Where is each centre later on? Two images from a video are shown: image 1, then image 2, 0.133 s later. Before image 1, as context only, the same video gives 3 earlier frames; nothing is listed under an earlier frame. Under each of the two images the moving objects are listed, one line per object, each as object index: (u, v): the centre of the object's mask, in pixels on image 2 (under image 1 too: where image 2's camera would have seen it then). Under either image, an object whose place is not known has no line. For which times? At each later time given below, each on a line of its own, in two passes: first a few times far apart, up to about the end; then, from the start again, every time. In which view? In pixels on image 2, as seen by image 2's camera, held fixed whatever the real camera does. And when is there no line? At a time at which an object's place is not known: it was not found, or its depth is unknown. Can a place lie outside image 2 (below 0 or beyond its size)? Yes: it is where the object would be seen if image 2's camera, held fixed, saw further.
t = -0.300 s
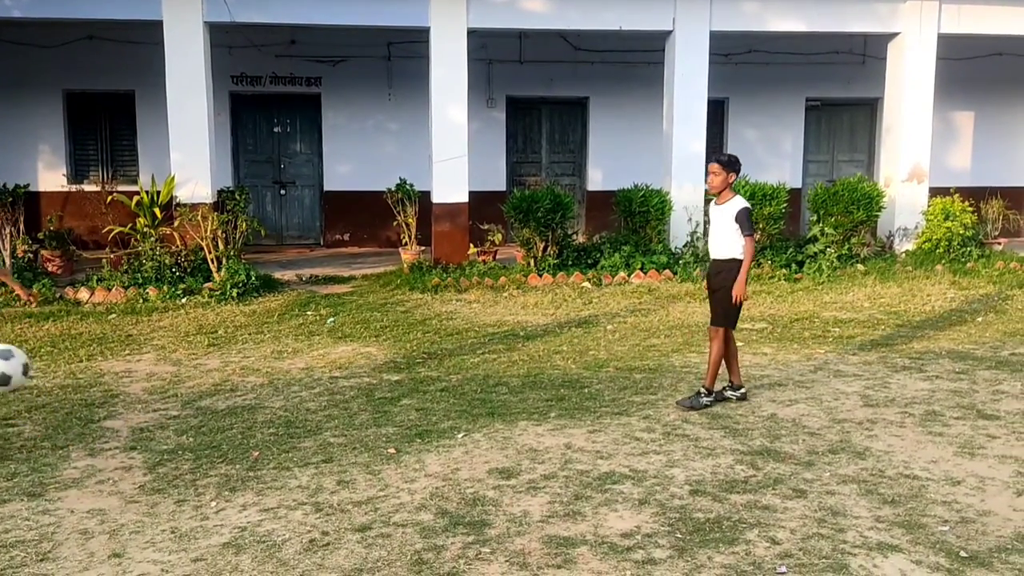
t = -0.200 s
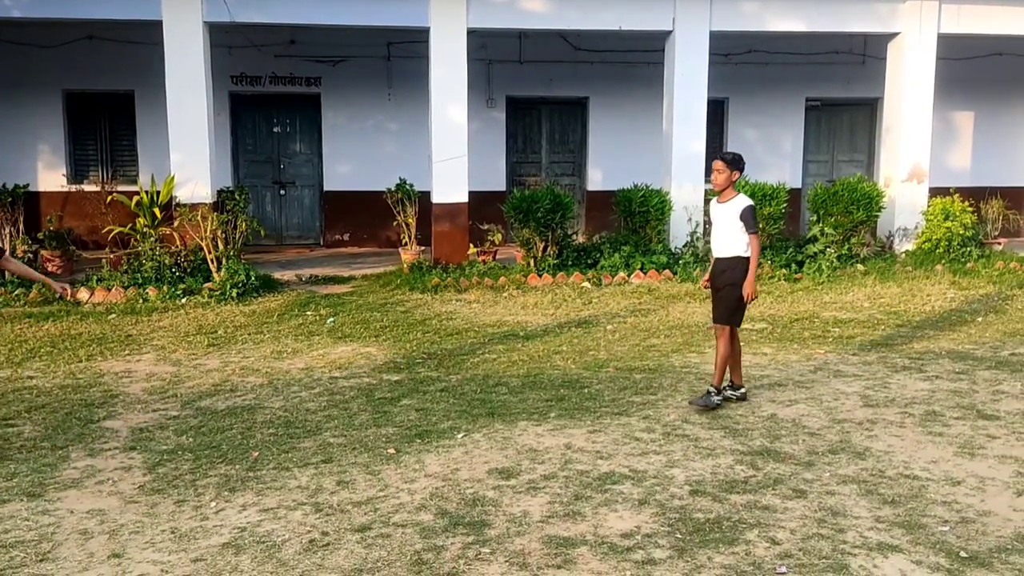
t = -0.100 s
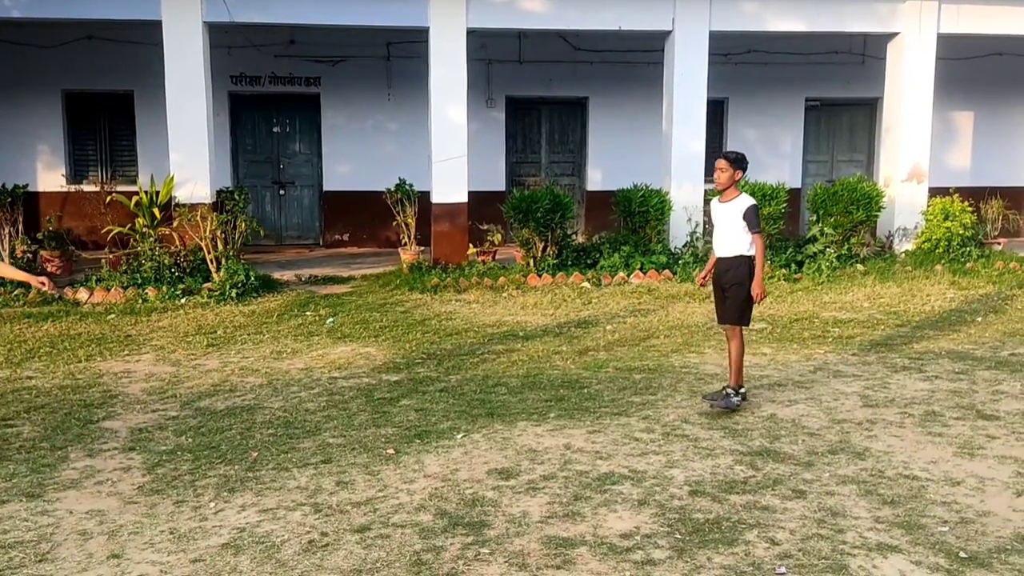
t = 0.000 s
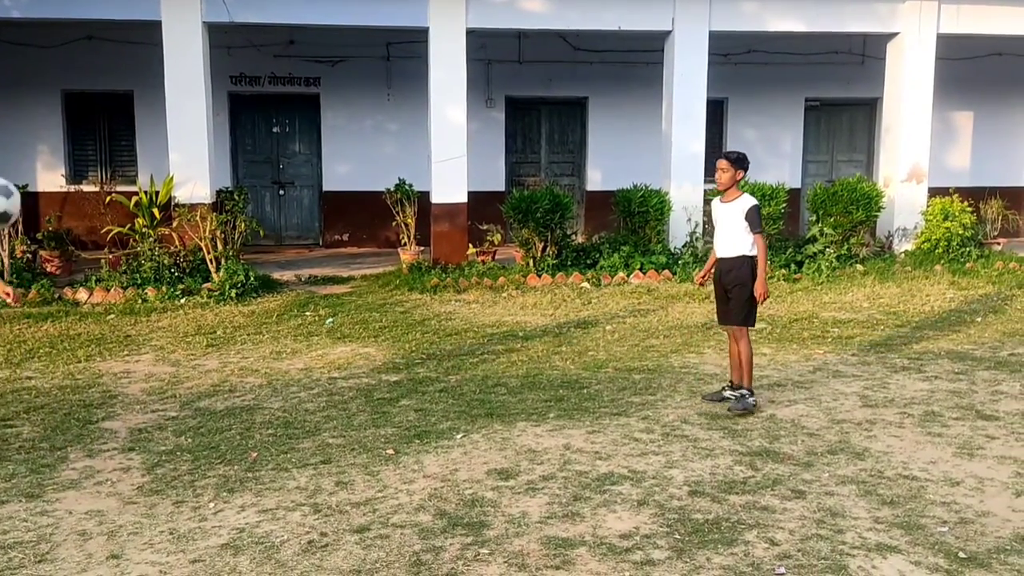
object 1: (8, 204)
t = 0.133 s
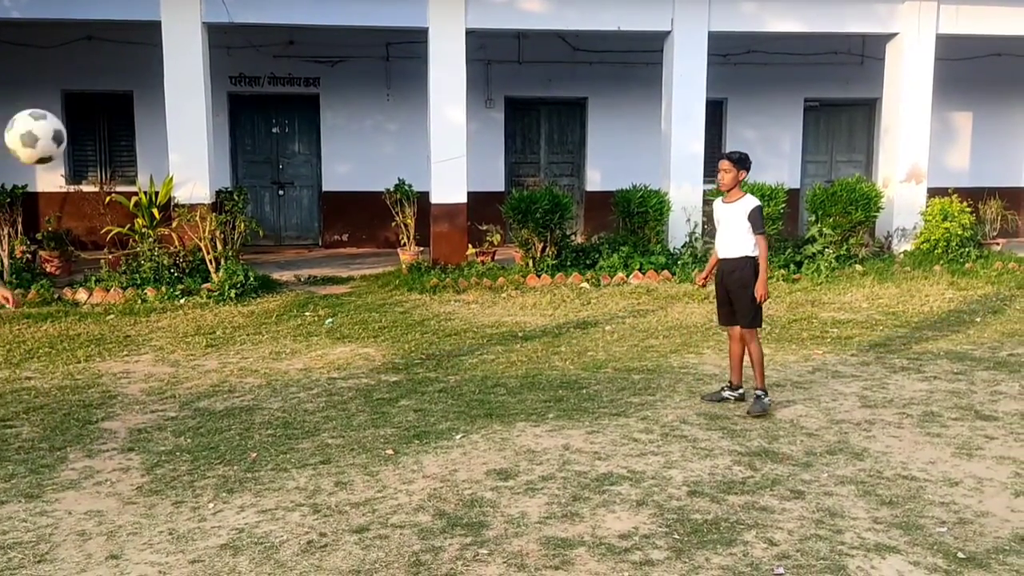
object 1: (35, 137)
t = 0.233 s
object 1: (70, 114)
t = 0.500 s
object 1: (180, 178)
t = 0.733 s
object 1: (279, 377)
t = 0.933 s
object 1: (339, 415)
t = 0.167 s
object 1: (47, 126)
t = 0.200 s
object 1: (58, 119)
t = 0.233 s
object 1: (70, 114)
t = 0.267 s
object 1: (82, 112)
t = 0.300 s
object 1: (95, 114)
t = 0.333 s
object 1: (108, 118)
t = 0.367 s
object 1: (122, 124)
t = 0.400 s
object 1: (136, 133)
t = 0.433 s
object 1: (150, 146)
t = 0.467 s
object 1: (165, 161)
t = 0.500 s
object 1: (180, 178)
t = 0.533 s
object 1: (195, 199)
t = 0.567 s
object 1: (209, 220)
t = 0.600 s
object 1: (223, 245)
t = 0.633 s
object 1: (238, 275)
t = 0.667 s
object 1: (252, 305)
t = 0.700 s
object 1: (265, 339)
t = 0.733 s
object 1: (279, 377)
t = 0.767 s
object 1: (293, 416)
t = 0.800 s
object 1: (307, 457)
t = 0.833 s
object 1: (323, 504)
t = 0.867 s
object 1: (328, 476)
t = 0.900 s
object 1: (333, 444)
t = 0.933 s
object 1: (339, 415)
